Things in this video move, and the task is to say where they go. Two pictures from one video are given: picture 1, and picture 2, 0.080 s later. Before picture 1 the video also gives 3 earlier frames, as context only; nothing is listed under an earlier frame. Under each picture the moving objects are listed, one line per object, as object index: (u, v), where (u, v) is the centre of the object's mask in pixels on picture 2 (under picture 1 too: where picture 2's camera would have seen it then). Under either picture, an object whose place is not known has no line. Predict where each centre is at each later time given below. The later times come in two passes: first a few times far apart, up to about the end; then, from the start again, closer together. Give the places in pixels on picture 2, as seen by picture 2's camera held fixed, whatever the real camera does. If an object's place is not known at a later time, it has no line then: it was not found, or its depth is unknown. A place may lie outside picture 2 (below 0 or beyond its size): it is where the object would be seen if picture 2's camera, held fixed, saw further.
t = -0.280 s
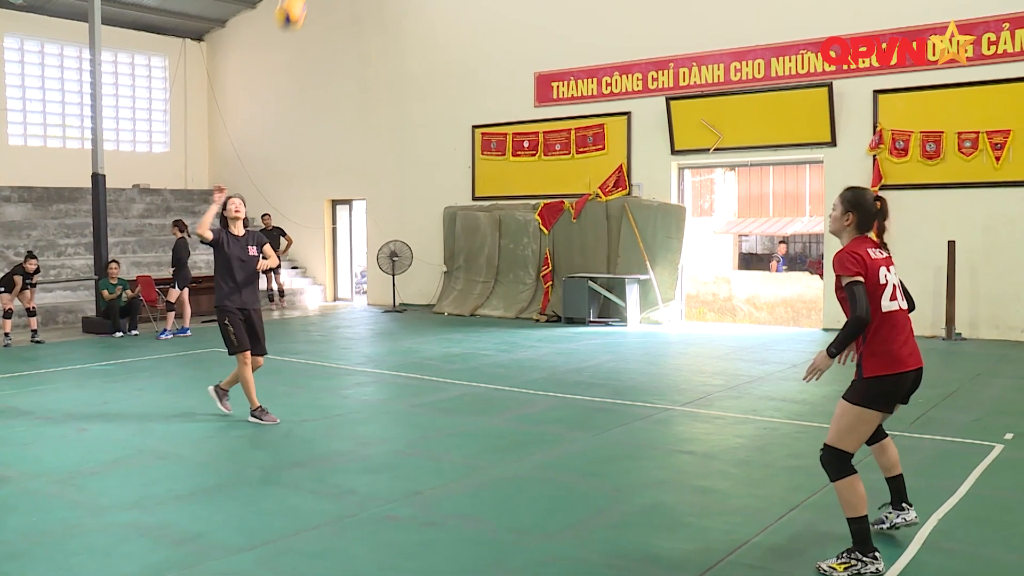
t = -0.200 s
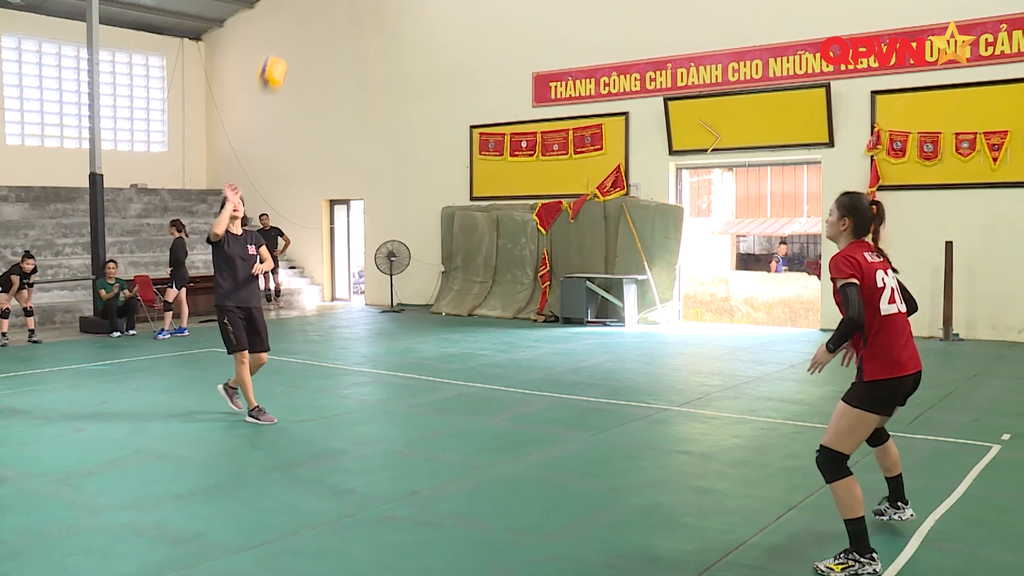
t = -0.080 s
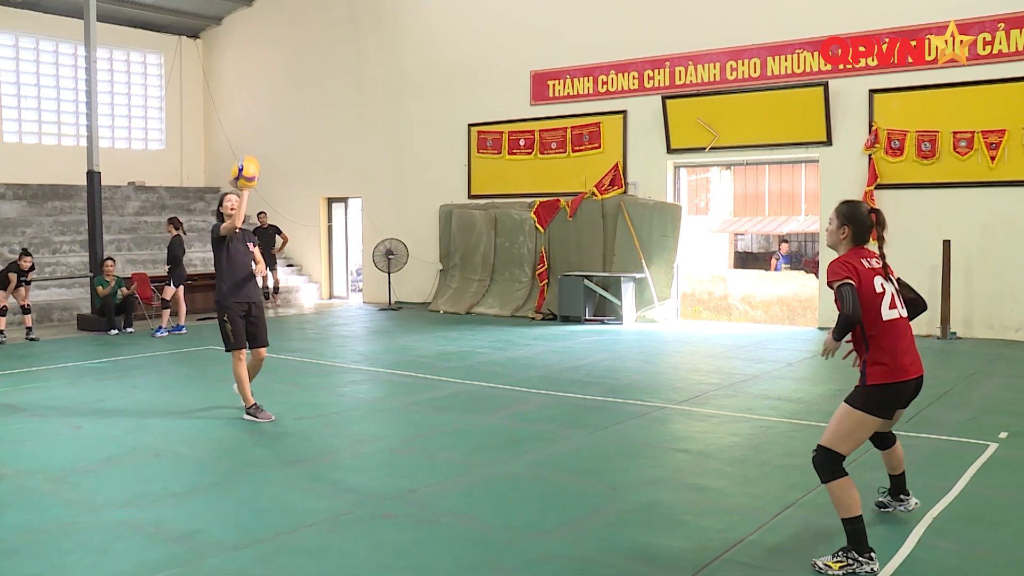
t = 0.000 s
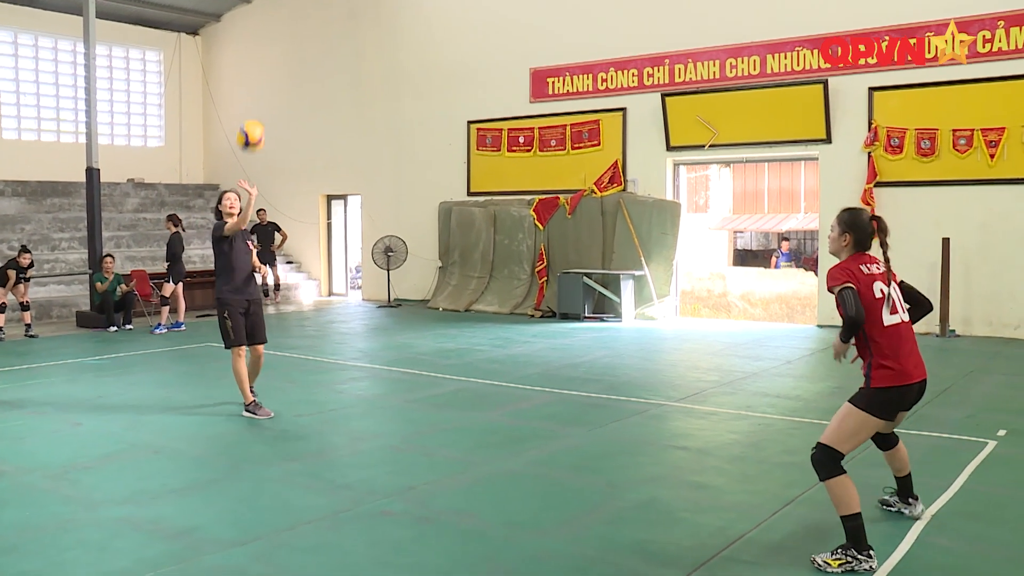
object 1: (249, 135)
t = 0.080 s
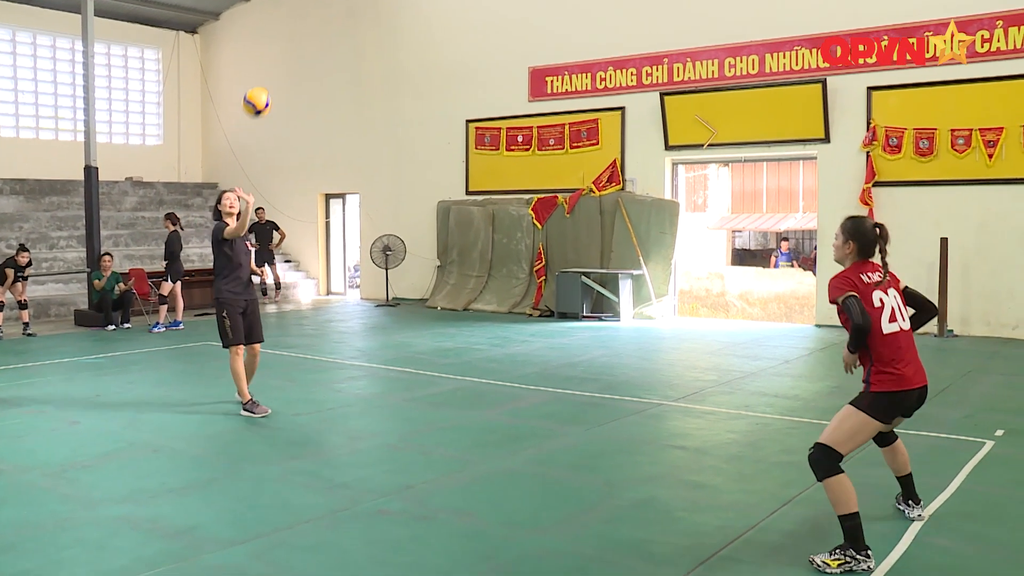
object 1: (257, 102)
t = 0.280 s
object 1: (275, 54)
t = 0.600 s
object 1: (309, 86)
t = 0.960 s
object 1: (355, 307)
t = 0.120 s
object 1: (261, 88)
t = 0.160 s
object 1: (264, 77)
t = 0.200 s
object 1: (268, 67)
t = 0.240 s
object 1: (272, 60)
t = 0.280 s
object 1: (275, 54)
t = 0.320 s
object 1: (280, 51)
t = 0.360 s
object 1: (284, 49)
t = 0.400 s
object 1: (288, 50)
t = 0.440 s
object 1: (292, 53)
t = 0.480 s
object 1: (296, 58)
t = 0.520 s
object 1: (300, 64)
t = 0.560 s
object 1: (305, 74)
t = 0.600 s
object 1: (309, 86)
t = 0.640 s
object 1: (314, 100)
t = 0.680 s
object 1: (318, 117)
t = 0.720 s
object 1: (323, 136)
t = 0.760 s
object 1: (328, 158)
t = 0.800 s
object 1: (332, 182)
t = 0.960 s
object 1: (355, 307)
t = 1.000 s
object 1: (359, 342)
